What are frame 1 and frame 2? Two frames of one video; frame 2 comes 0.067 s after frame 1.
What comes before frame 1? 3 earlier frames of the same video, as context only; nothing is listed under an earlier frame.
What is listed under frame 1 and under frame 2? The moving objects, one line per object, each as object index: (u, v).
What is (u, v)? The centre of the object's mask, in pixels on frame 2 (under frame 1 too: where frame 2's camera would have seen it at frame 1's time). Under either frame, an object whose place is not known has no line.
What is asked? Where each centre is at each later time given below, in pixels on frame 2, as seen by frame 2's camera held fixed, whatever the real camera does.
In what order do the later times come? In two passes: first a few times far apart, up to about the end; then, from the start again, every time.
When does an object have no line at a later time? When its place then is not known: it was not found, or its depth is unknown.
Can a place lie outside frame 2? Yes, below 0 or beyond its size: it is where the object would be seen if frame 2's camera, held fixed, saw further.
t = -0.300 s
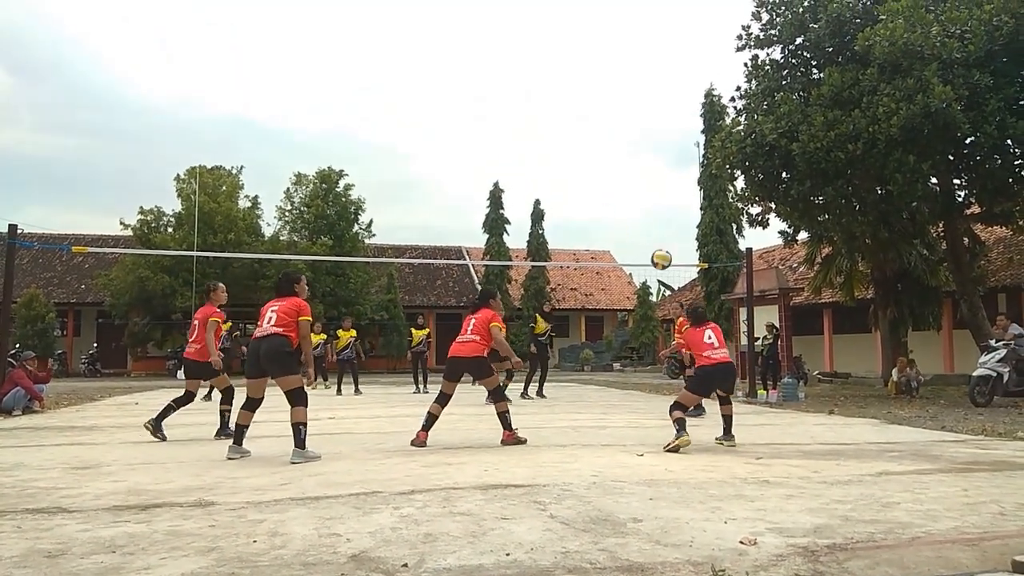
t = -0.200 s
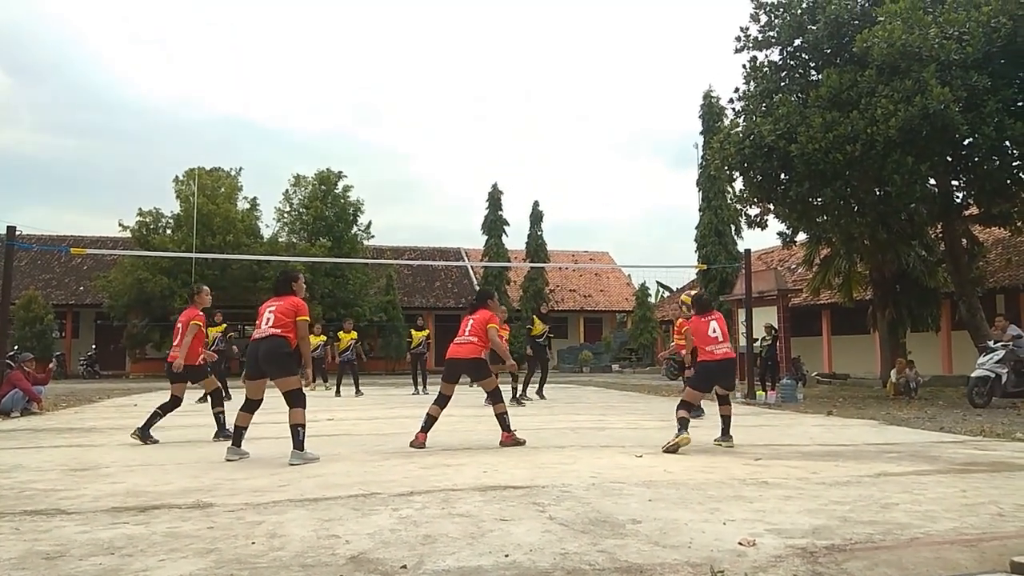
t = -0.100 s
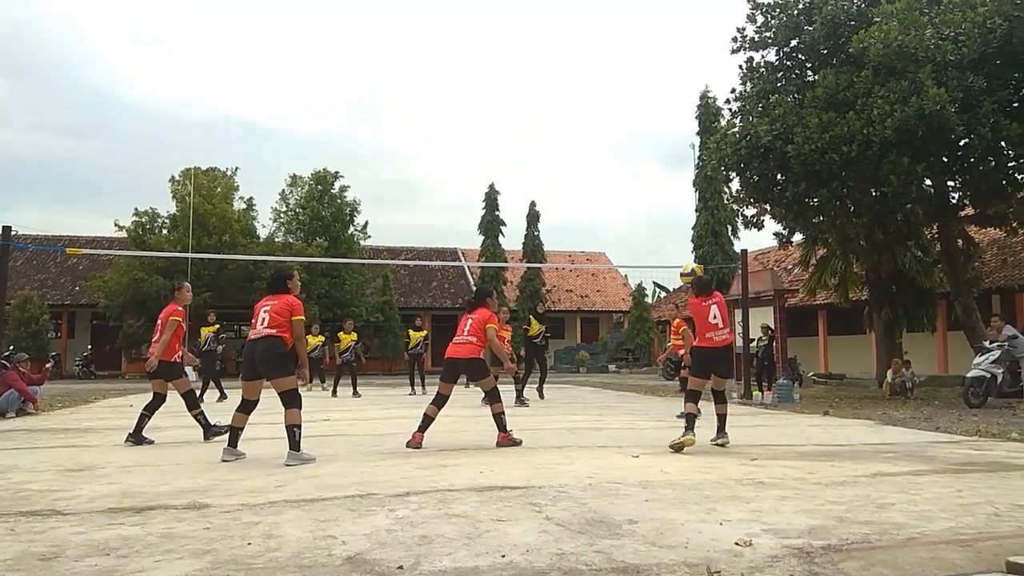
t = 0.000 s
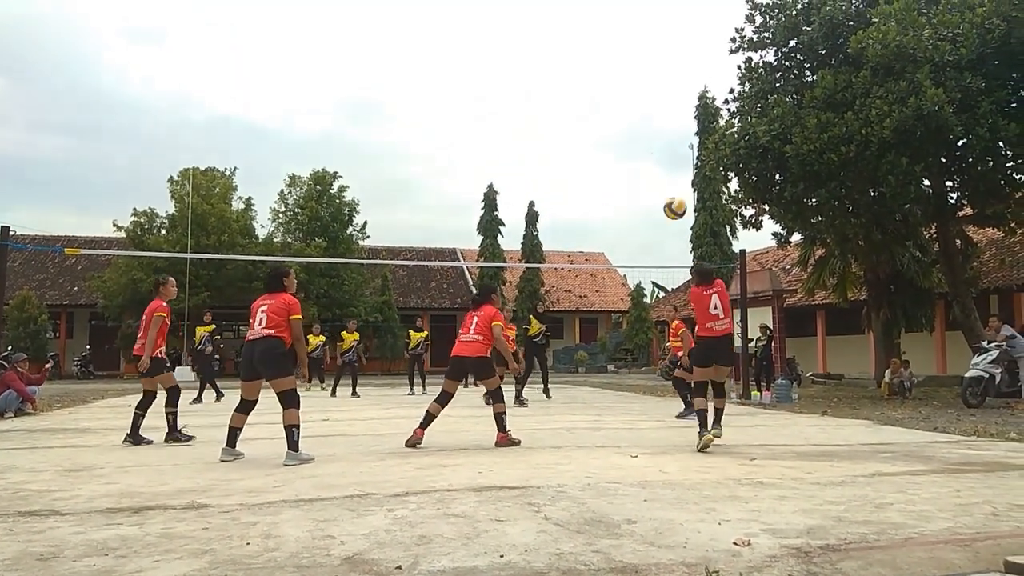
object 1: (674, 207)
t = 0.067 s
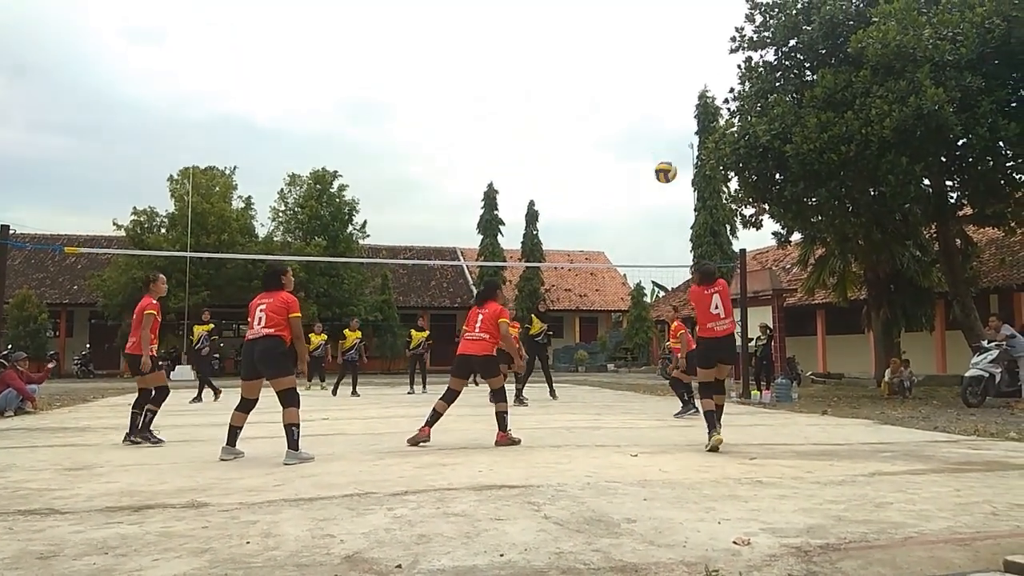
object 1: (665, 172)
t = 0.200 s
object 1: (648, 119)
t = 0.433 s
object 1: (621, 77)
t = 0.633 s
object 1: (601, 81)
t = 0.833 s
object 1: (584, 117)
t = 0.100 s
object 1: (660, 157)
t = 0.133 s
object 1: (656, 143)
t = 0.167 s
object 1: (652, 130)
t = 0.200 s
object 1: (648, 119)
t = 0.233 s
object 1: (643, 109)
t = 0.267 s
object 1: (639, 101)
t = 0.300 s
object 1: (636, 94)
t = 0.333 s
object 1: (632, 88)
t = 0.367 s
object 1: (628, 83)
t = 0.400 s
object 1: (625, 79)
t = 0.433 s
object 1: (621, 77)
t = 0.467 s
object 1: (618, 75)
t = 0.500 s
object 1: (614, 74)
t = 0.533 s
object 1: (611, 74)
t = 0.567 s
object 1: (608, 75)
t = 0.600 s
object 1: (605, 77)
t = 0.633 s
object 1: (601, 81)
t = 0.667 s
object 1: (598, 85)
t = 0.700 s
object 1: (596, 89)
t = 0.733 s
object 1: (592, 95)
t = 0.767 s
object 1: (590, 101)
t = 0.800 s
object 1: (587, 109)
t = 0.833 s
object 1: (584, 117)
